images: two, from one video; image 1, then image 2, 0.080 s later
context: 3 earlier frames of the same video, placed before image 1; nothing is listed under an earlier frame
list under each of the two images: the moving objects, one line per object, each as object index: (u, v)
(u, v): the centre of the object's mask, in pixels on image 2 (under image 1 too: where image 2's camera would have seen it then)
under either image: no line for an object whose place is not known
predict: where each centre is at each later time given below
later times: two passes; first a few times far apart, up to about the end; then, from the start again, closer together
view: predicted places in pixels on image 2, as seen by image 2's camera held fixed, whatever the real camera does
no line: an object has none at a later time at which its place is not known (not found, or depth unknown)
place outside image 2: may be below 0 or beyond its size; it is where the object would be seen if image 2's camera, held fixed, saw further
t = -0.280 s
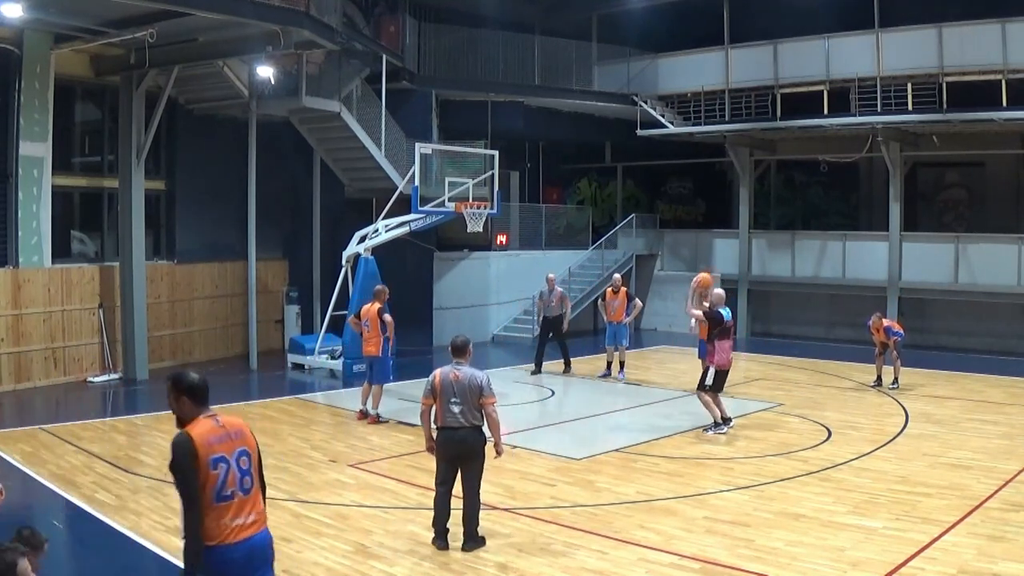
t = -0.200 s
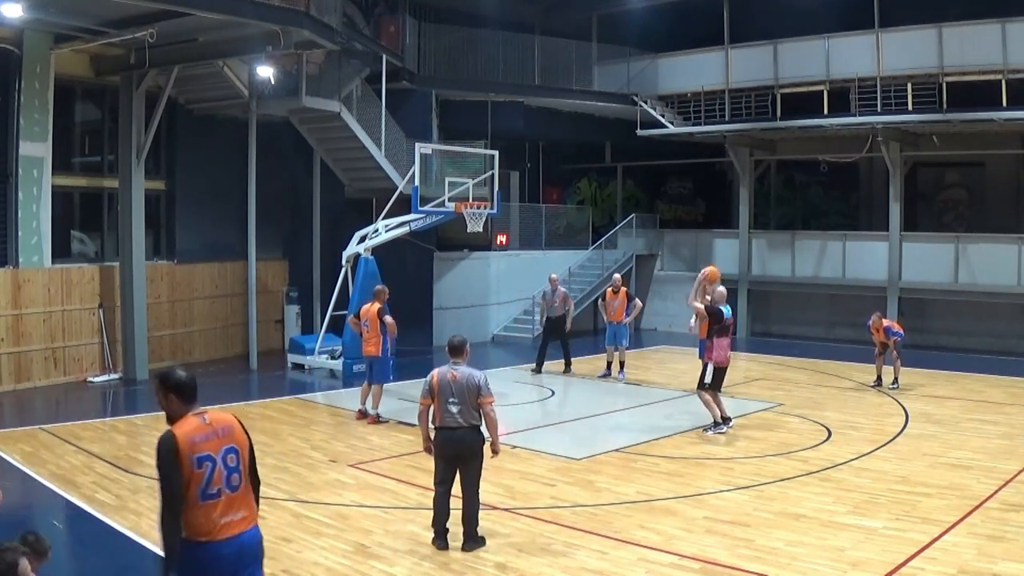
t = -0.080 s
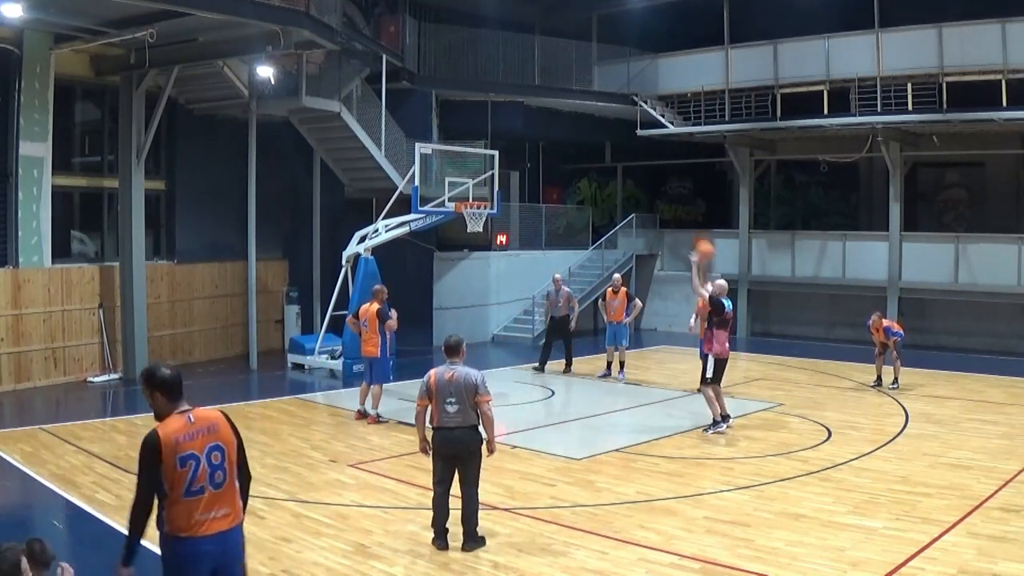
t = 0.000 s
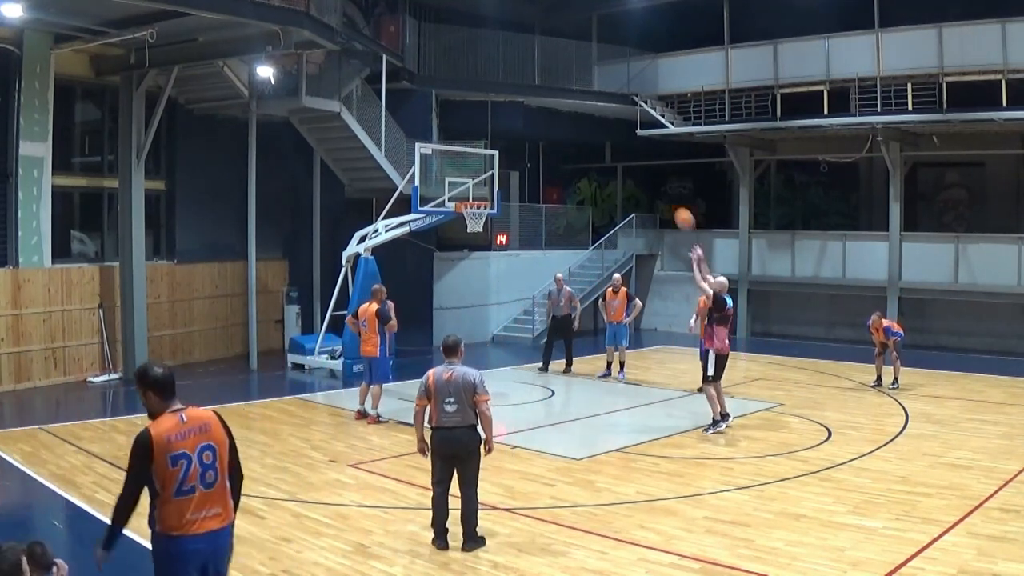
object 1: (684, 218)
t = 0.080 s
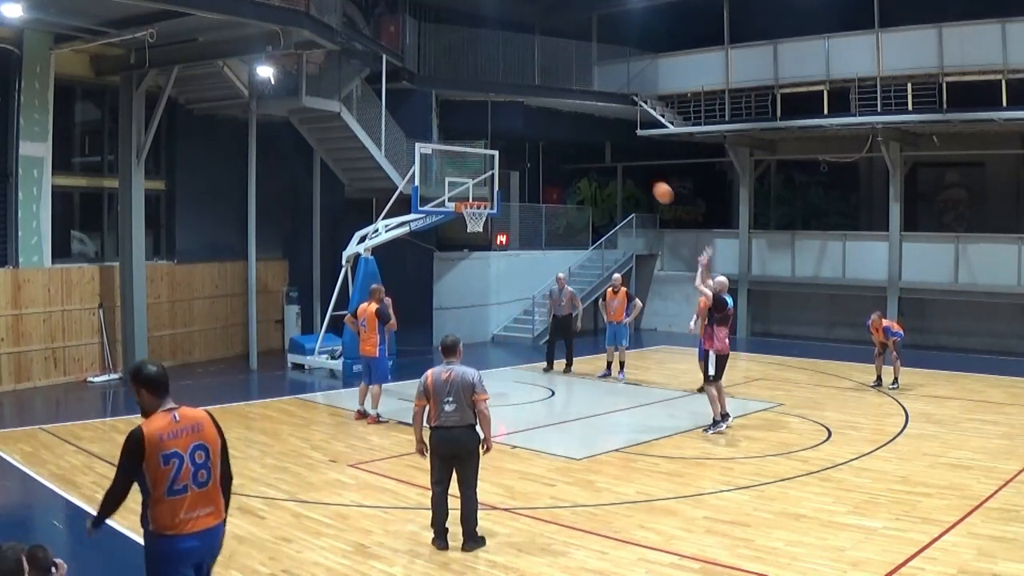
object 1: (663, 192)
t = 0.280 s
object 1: (613, 150)
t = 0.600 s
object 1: (541, 143)
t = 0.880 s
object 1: (486, 187)
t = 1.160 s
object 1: (482, 223)
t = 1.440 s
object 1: (490, 245)
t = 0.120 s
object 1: (652, 181)
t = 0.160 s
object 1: (642, 171)
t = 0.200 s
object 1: (632, 163)
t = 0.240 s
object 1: (623, 156)
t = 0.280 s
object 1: (613, 150)
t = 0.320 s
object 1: (603, 145)
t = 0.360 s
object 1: (594, 141)
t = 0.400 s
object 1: (585, 139)
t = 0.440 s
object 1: (576, 138)
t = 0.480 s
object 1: (567, 138)
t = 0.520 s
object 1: (558, 138)
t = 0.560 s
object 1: (550, 140)
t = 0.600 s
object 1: (541, 143)
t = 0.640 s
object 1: (533, 146)
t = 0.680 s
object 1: (525, 151)
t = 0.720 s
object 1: (517, 156)
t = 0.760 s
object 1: (509, 163)
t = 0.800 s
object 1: (503, 170)
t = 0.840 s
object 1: (494, 178)
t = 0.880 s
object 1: (486, 187)
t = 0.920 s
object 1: (480, 195)
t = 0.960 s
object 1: (474, 199)
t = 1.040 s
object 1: (470, 211)
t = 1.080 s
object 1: (475, 216)
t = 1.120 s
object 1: (478, 220)
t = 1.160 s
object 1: (482, 223)
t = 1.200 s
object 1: (484, 225)
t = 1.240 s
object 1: (485, 227)
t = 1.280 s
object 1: (485, 229)
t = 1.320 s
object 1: (486, 231)
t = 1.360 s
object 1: (487, 235)
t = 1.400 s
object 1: (489, 240)
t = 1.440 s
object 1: (490, 245)
